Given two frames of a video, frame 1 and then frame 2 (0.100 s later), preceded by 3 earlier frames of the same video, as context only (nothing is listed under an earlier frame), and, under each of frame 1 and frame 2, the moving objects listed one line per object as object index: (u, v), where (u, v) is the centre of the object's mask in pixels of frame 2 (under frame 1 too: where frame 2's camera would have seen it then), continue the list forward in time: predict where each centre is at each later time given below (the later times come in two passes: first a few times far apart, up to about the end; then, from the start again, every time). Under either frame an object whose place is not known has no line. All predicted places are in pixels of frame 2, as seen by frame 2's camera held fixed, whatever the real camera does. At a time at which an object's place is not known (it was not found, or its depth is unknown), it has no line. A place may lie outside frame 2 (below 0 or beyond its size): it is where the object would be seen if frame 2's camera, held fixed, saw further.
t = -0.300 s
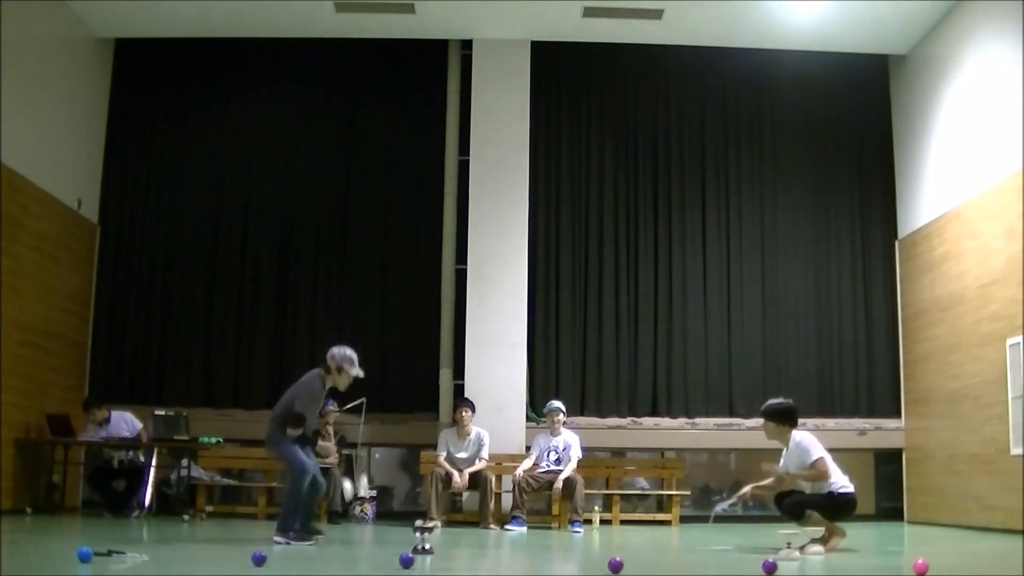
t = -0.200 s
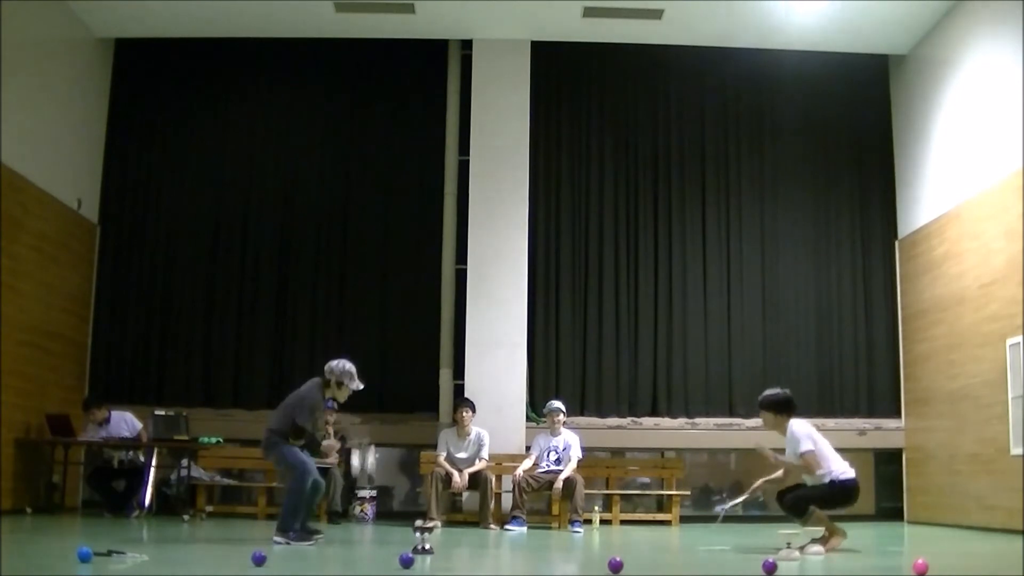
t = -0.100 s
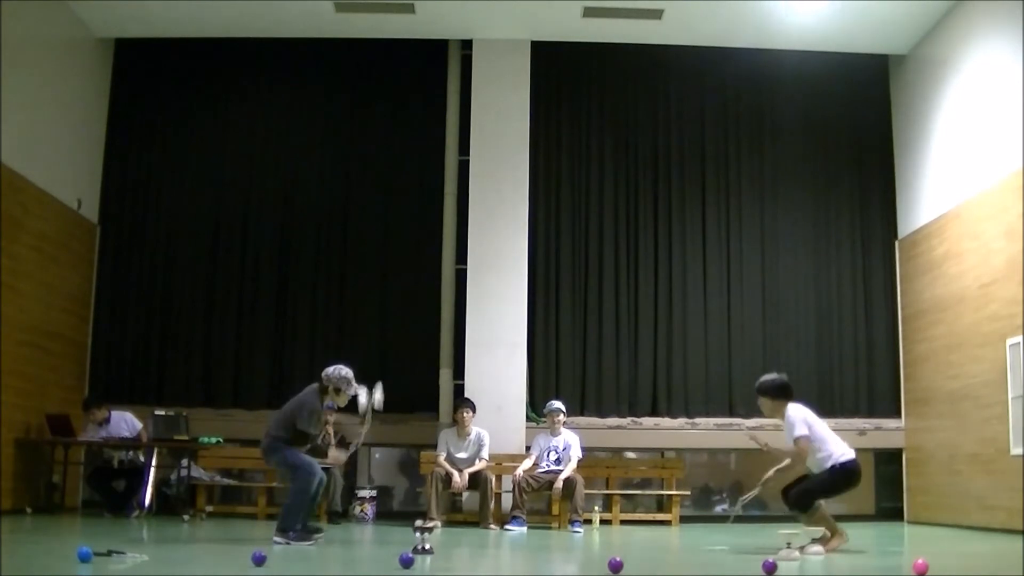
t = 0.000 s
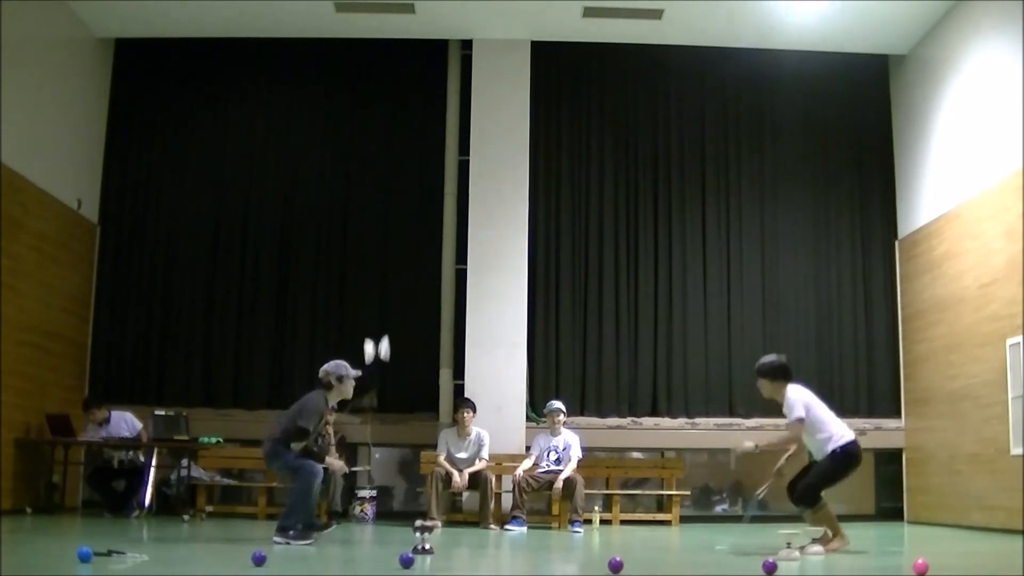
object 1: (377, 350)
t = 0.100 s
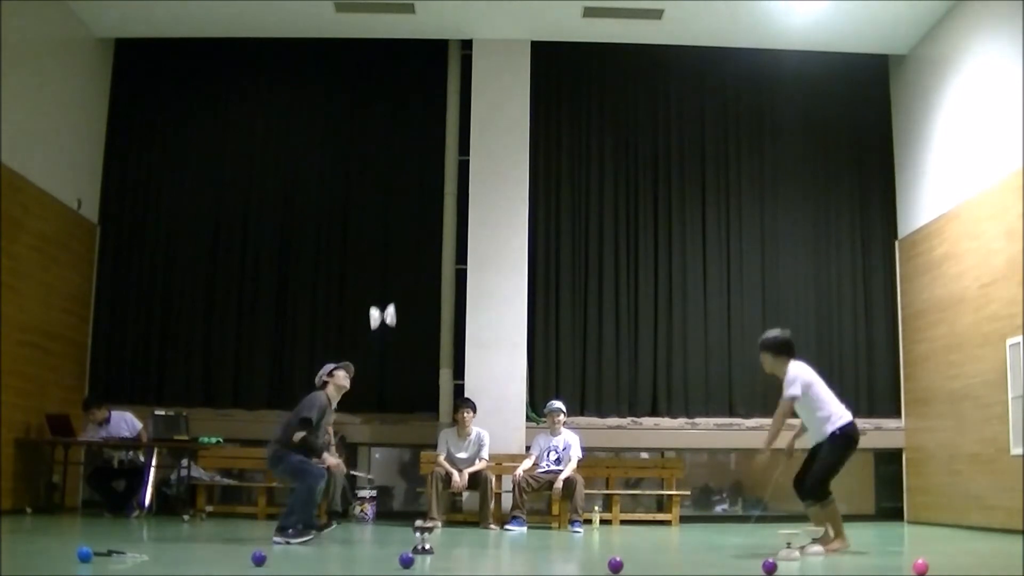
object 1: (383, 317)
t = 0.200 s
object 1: (388, 297)
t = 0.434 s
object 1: (398, 310)
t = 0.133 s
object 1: (384, 308)
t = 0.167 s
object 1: (386, 302)
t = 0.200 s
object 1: (388, 297)
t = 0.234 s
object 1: (389, 294)
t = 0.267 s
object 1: (391, 292)
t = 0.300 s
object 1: (393, 293)
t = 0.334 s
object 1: (394, 294)
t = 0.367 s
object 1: (395, 298)
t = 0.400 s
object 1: (397, 303)
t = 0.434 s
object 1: (398, 310)
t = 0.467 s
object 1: (400, 318)
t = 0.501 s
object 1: (401, 329)
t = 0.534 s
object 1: (402, 341)
